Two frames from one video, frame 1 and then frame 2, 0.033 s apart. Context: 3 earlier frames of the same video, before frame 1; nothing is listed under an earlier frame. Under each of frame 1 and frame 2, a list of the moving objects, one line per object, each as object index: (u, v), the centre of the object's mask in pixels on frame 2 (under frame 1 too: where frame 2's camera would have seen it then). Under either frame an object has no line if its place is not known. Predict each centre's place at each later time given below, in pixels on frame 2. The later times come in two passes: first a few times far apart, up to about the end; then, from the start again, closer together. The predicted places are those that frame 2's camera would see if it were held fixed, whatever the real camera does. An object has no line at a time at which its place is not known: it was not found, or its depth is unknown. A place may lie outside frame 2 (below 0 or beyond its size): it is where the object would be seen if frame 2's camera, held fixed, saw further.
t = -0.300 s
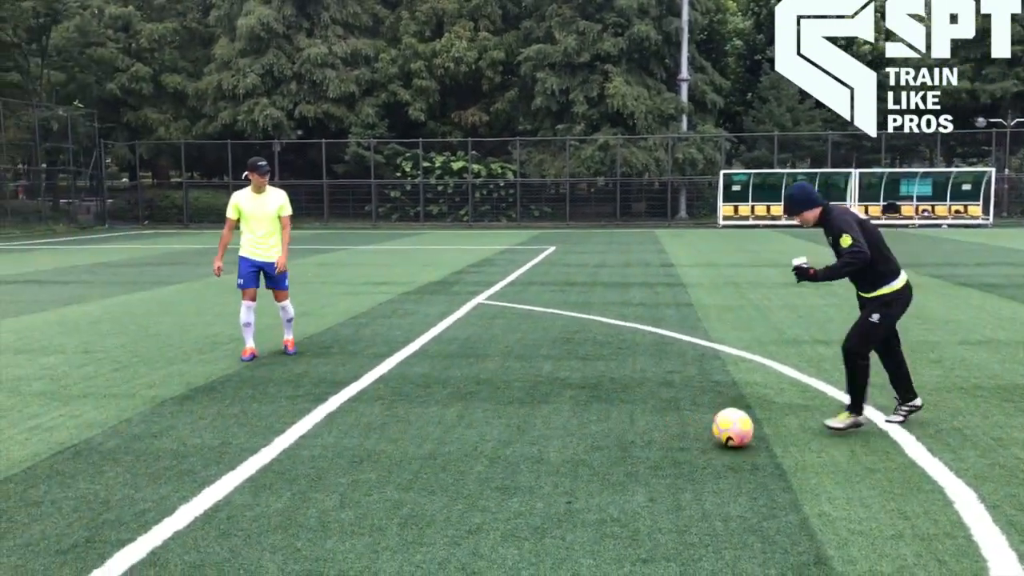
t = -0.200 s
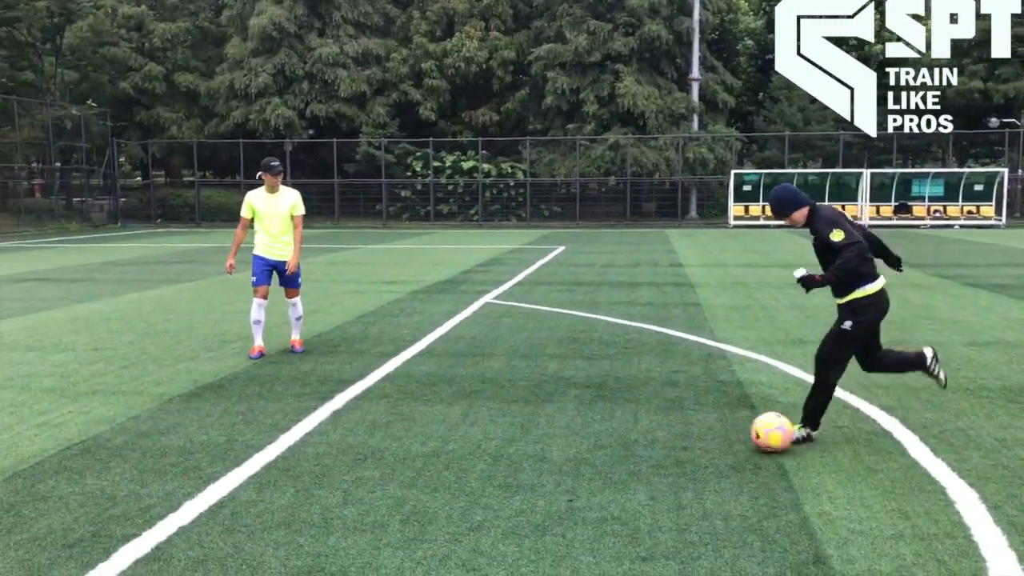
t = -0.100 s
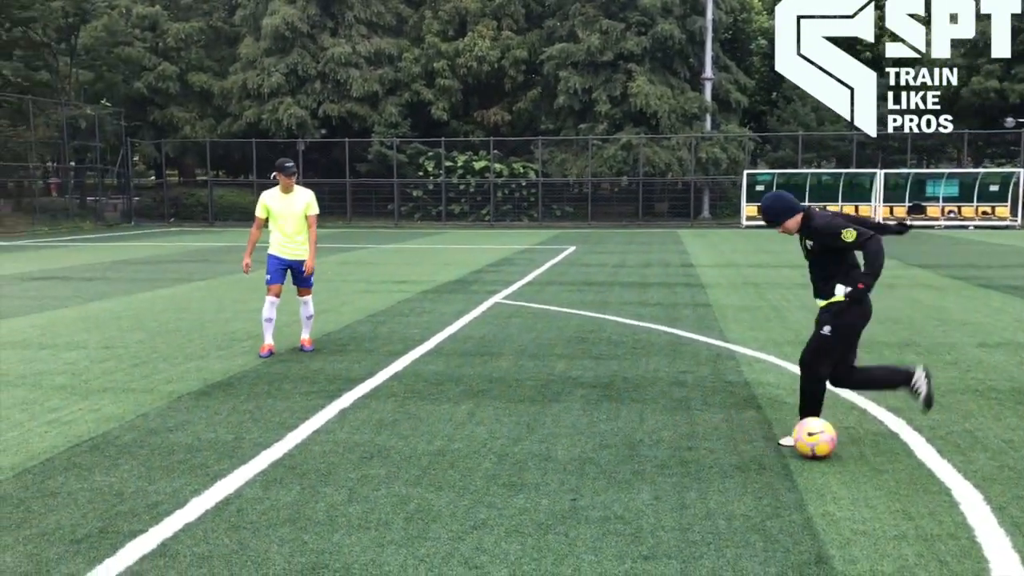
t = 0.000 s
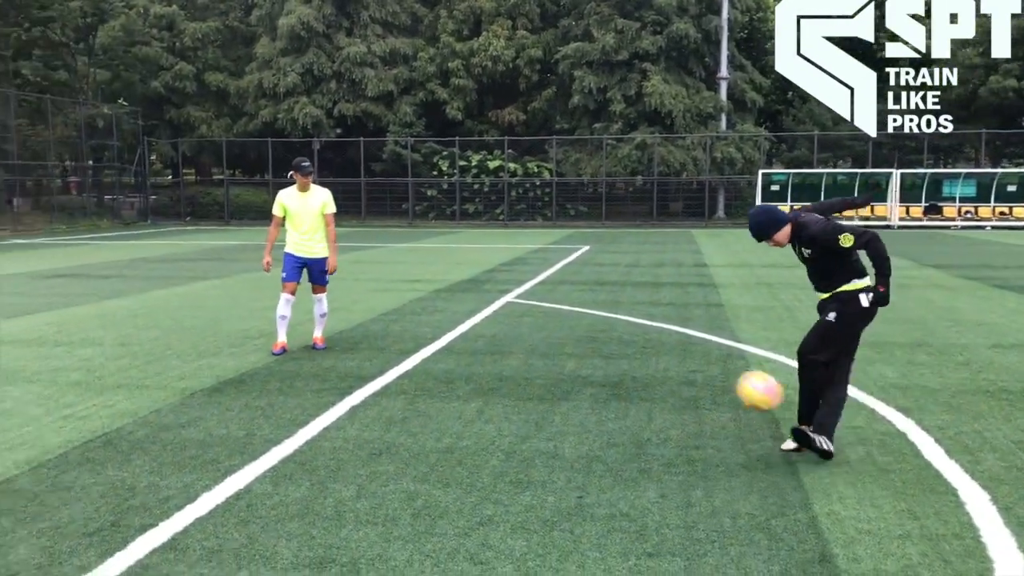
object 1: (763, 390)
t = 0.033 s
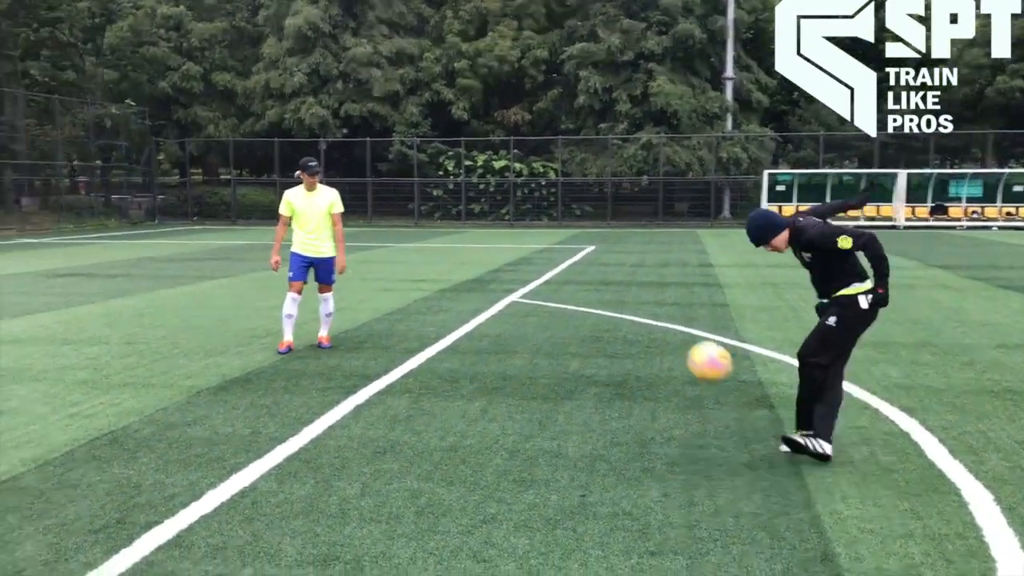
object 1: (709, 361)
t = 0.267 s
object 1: (366, 215)
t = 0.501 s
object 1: (76, 161)
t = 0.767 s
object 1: (-191, 193)
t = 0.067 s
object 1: (657, 334)
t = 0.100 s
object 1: (604, 309)
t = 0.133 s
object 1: (555, 285)
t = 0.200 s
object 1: (458, 248)
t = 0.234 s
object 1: (411, 231)
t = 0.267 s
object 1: (366, 215)
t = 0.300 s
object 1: (323, 207)
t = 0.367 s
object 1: (233, 182)
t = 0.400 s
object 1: (192, 174)
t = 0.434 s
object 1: (152, 168)
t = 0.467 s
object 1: (113, 164)
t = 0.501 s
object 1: (76, 161)
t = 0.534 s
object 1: (39, 159)
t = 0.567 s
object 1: (3, 160)
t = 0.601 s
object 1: (-33, 163)
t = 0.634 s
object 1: (-66, 166)
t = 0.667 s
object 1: (-98, 170)
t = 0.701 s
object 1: (-128, 176)
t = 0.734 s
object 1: (-159, 185)
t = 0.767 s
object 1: (-191, 193)
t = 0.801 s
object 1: (-219, 203)
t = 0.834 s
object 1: (-248, 214)
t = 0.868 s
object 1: (-275, 226)
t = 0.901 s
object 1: (-302, 239)
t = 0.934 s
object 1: (-328, 253)
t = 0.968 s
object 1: (-355, 269)
